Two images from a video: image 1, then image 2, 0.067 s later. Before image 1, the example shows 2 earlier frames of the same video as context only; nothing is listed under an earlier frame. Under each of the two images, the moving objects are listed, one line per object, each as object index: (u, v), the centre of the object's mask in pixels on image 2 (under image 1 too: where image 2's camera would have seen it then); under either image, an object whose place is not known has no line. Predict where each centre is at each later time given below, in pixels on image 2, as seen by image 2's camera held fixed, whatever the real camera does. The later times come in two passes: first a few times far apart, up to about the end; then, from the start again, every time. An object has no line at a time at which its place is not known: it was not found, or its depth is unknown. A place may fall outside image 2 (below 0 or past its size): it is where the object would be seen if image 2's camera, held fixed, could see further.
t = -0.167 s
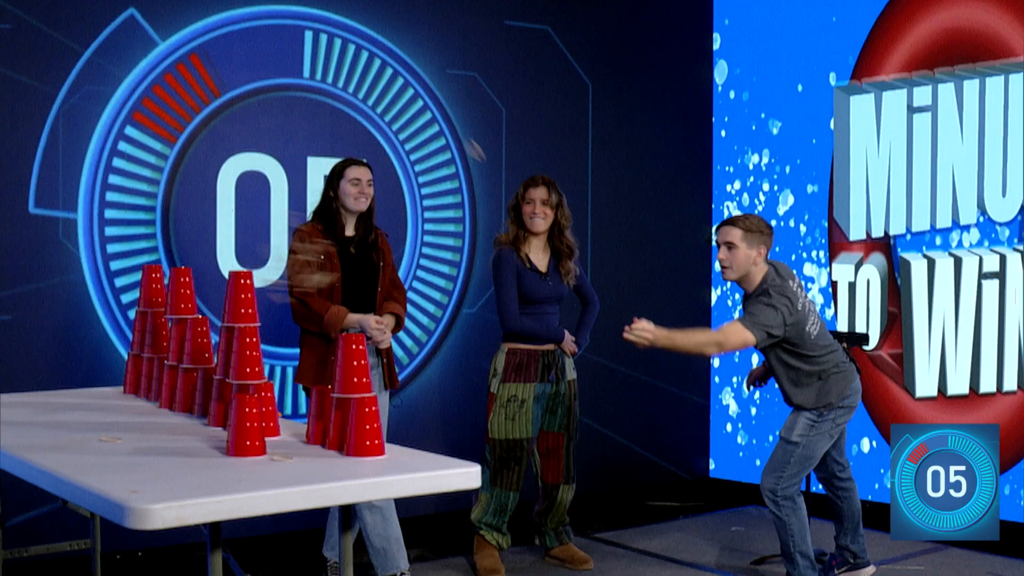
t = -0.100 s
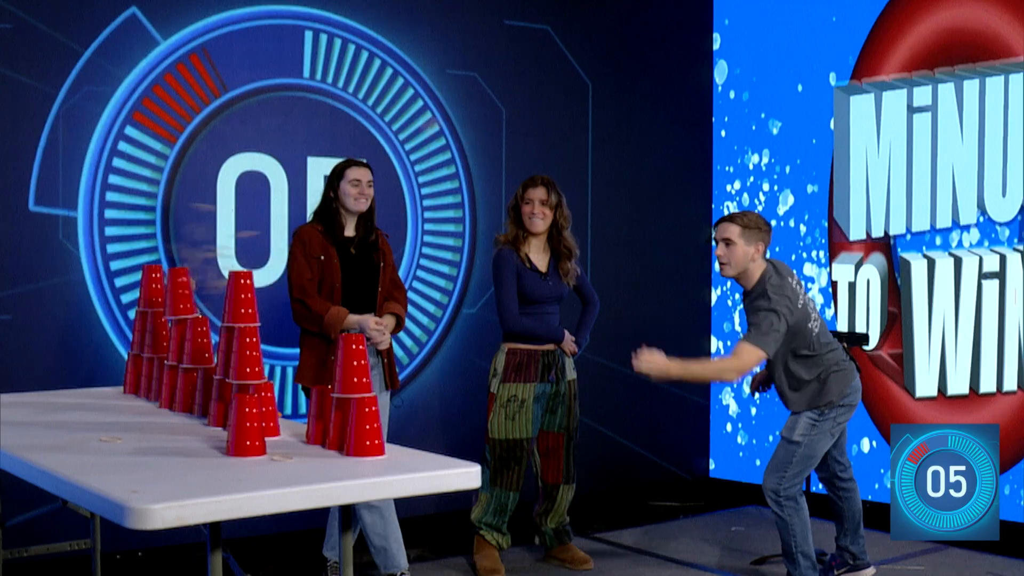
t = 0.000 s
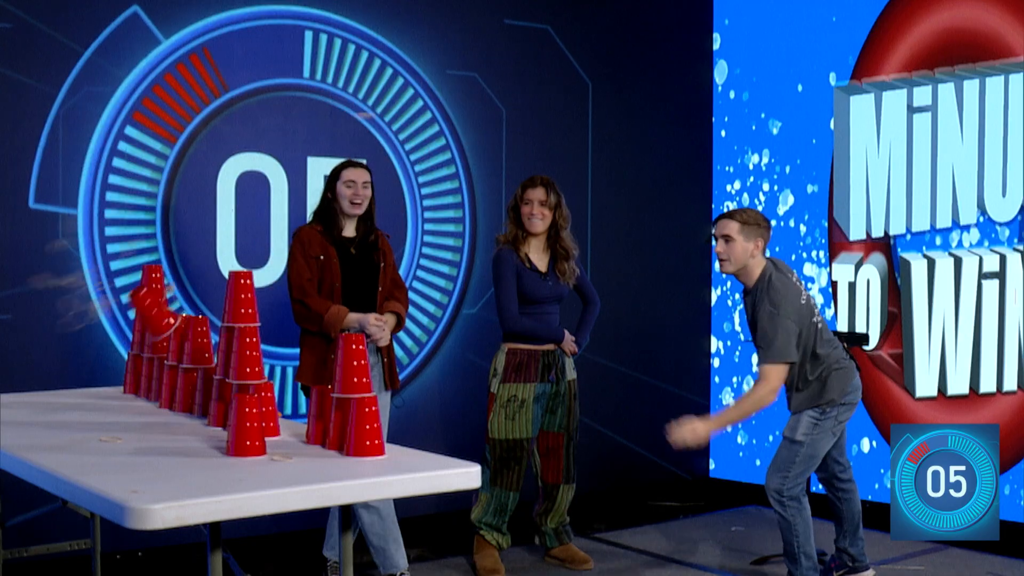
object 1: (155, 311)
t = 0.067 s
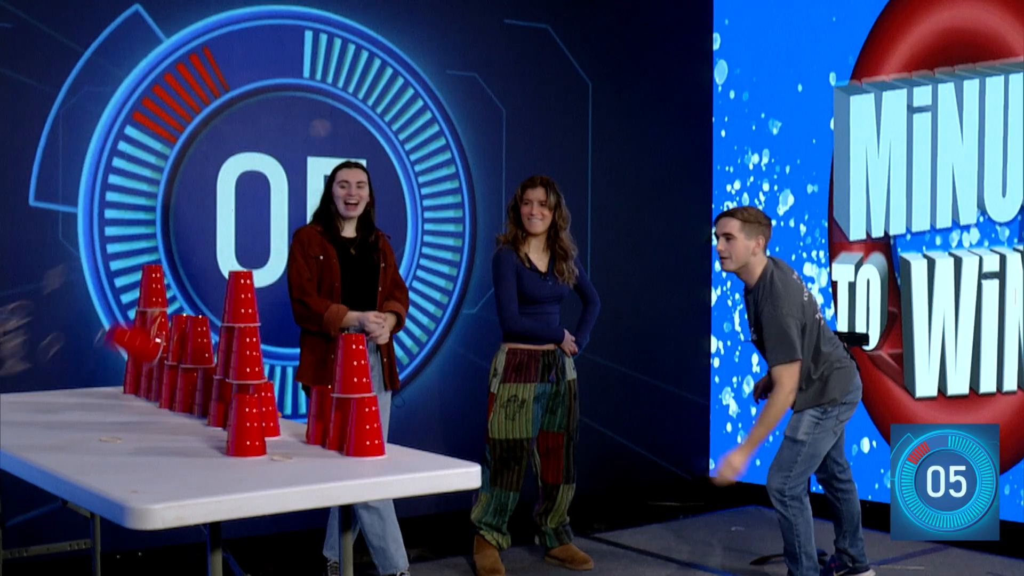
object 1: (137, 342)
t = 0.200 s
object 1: (109, 384)
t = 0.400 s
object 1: (83, 384)
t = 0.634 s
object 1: (45, 392)
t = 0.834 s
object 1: (30, 401)
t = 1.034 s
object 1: (27, 401)
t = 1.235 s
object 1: (31, 401)
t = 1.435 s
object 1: (37, 400)
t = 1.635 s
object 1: (41, 399)
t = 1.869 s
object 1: (40, 399)
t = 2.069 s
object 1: (36, 400)
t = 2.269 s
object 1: (31, 401)
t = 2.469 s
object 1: (27, 401)
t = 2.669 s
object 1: (26, 402)
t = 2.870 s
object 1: (29, 401)
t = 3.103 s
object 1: (34, 400)
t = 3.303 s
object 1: (38, 400)
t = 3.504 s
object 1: (39, 399)
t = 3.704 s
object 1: (36, 400)
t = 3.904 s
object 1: (32, 401)
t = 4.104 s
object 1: (29, 401)
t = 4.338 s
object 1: (28, 401)
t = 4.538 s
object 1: (30, 401)
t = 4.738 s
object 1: (33, 400)
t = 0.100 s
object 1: (127, 363)
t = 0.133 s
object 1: (121, 384)
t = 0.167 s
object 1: (113, 395)
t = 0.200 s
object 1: (109, 384)
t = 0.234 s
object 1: (105, 376)
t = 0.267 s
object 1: (101, 372)
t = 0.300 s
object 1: (97, 372)
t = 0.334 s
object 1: (93, 376)
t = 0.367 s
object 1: (89, 383)
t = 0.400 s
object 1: (83, 384)
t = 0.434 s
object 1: (76, 384)
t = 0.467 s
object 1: (69, 389)
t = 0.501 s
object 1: (62, 395)
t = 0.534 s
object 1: (58, 392)
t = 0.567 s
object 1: (54, 392)
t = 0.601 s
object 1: (49, 390)
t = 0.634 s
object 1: (45, 392)
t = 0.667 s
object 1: (40, 398)
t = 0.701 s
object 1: (37, 399)
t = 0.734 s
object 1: (34, 397)
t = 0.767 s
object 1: (32, 399)
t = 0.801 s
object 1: (31, 400)
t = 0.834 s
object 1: (30, 401)
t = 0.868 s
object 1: (28, 401)
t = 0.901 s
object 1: (27, 401)
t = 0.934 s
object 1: (27, 401)
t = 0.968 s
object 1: (26, 401)
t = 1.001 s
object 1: (26, 401)
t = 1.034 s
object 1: (27, 401)
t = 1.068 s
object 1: (27, 401)
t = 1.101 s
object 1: (28, 401)
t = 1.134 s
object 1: (29, 401)
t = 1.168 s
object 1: (30, 401)
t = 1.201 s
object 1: (30, 401)
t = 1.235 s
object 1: (31, 401)
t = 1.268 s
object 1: (32, 401)
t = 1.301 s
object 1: (33, 400)
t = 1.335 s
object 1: (34, 400)
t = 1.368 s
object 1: (35, 400)
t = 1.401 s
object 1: (36, 400)
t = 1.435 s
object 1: (37, 400)
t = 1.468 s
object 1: (38, 400)
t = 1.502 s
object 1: (39, 400)
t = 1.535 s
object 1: (39, 399)
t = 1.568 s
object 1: (40, 399)
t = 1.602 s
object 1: (40, 399)
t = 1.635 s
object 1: (41, 399)
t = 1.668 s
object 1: (41, 399)
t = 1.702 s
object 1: (41, 399)
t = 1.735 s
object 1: (41, 399)
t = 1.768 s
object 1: (41, 399)
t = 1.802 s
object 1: (41, 399)
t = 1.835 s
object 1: (40, 399)
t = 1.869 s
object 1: (40, 399)
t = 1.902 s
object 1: (40, 399)
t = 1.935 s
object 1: (39, 399)
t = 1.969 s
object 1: (38, 399)
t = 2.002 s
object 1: (38, 400)
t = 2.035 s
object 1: (37, 400)
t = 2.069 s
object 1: (36, 400)
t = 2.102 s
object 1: (35, 400)
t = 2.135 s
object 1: (34, 400)
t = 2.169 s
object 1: (33, 400)
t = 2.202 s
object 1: (32, 400)
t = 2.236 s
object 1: (32, 401)
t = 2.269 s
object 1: (31, 401)
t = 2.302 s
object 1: (30, 401)
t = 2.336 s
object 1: (29, 401)
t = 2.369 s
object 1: (29, 401)
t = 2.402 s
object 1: (28, 401)
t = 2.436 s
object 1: (27, 401)
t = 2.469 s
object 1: (27, 401)
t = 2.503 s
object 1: (27, 402)
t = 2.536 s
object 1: (27, 402)
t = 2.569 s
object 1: (26, 402)
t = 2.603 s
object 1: (26, 402)
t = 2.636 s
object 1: (26, 402)
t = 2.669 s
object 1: (26, 402)
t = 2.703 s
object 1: (27, 402)
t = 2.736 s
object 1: (27, 401)
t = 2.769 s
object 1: (27, 401)
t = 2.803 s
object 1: (28, 401)
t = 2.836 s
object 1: (28, 401)
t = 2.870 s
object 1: (29, 401)
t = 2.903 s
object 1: (30, 401)
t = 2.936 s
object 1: (30, 401)
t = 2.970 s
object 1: (31, 401)
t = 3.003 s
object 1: (32, 401)
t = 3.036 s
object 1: (33, 400)
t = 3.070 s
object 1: (33, 400)
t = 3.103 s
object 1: (34, 400)
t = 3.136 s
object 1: (35, 400)
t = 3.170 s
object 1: (36, 400)
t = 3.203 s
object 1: (37, 400)
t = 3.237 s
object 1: (37, 400)
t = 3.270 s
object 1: (38, 400)
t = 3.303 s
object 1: (38, 400)
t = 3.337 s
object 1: (39, 400)
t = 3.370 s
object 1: (39, 399)
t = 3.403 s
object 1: (39, 399)
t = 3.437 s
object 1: (39, 399)
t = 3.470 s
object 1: (39, 399)
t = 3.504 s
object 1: (39, 399)
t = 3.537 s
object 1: (39, 399)
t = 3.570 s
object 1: (38, 400)
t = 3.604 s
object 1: (38, 400)
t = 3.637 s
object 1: (37, 400)
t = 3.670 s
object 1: (37, 400)
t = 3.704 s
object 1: (36, 400)
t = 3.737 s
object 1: (36, 400)
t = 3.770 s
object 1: (35, 400)
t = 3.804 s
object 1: (34, 400)
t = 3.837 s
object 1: (34, 400)
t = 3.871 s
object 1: (33, 400)
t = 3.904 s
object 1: (32, 401)
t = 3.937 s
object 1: (32, 401)
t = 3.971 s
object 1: (31, 401)
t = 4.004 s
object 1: (30, 401)
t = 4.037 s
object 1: (30, 401)
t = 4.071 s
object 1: (29, 401)
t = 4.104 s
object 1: (29, 401)
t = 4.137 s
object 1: (28, 401)
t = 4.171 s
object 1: (28, 401)
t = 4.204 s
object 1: (28, 401)
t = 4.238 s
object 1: (28, 401)
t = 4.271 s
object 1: (28, 401)
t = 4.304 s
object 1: (28, 401)
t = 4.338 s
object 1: (28, 401)
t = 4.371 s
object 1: (28, 401)
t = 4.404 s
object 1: (28, 401)
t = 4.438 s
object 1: (29, 401)
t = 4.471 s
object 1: (29, 401)
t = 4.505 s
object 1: (29, 401)
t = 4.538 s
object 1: (30, 401)
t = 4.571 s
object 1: (30, 401)
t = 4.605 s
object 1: (31, 401)
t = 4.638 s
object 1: (31, 401)
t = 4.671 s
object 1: (32, 401)
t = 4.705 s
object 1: (32, 400)
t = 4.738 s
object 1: (33, 400)
